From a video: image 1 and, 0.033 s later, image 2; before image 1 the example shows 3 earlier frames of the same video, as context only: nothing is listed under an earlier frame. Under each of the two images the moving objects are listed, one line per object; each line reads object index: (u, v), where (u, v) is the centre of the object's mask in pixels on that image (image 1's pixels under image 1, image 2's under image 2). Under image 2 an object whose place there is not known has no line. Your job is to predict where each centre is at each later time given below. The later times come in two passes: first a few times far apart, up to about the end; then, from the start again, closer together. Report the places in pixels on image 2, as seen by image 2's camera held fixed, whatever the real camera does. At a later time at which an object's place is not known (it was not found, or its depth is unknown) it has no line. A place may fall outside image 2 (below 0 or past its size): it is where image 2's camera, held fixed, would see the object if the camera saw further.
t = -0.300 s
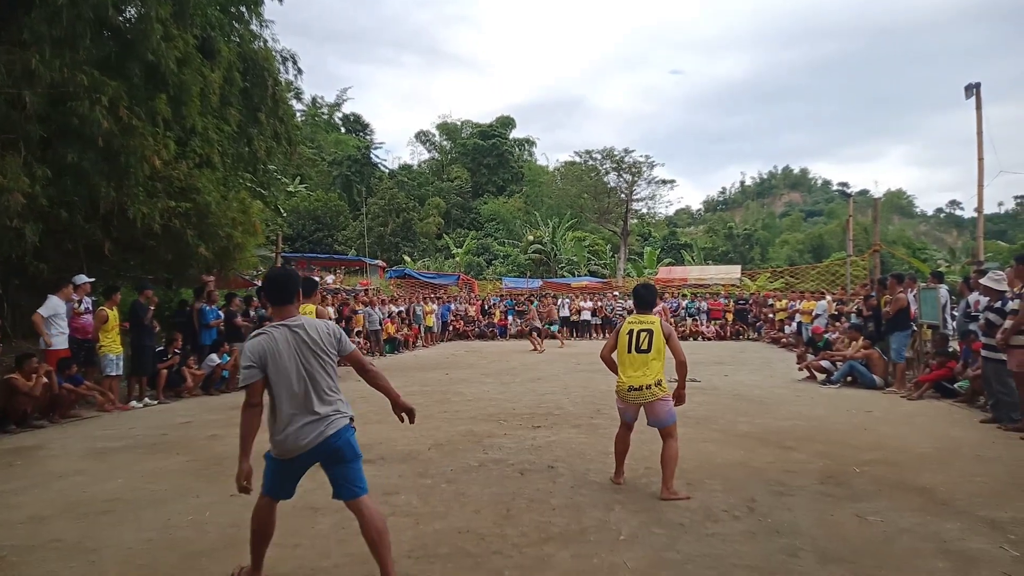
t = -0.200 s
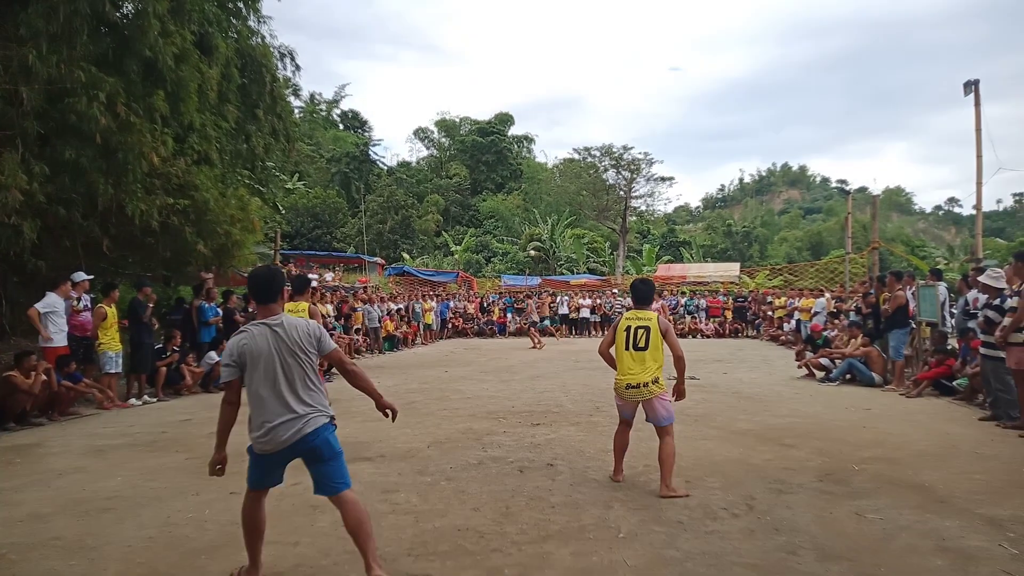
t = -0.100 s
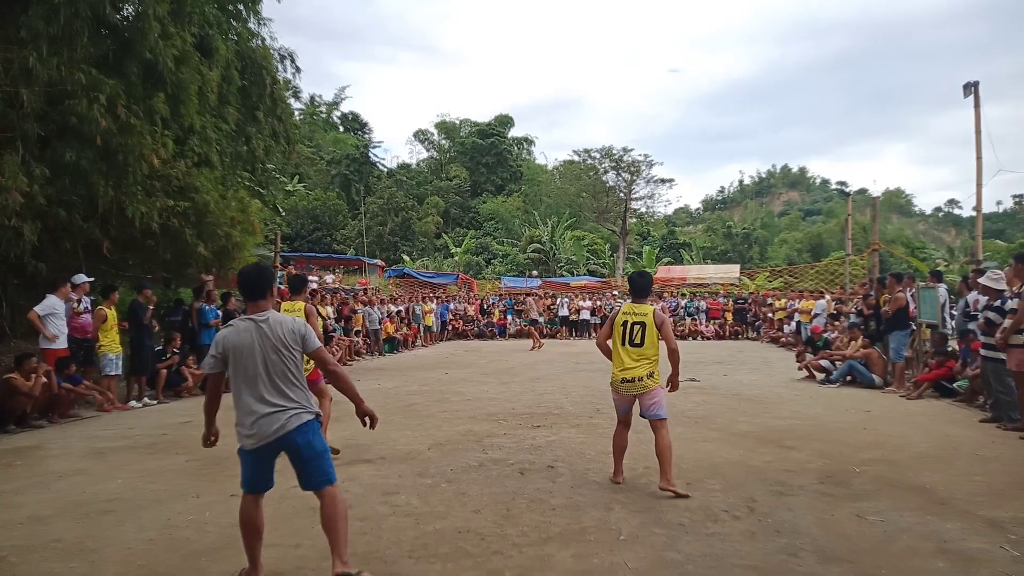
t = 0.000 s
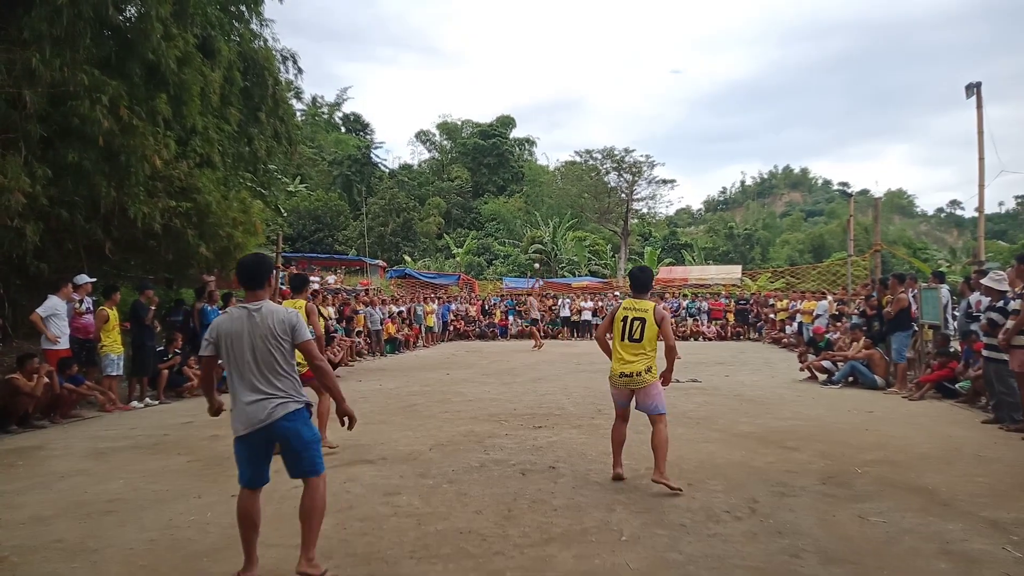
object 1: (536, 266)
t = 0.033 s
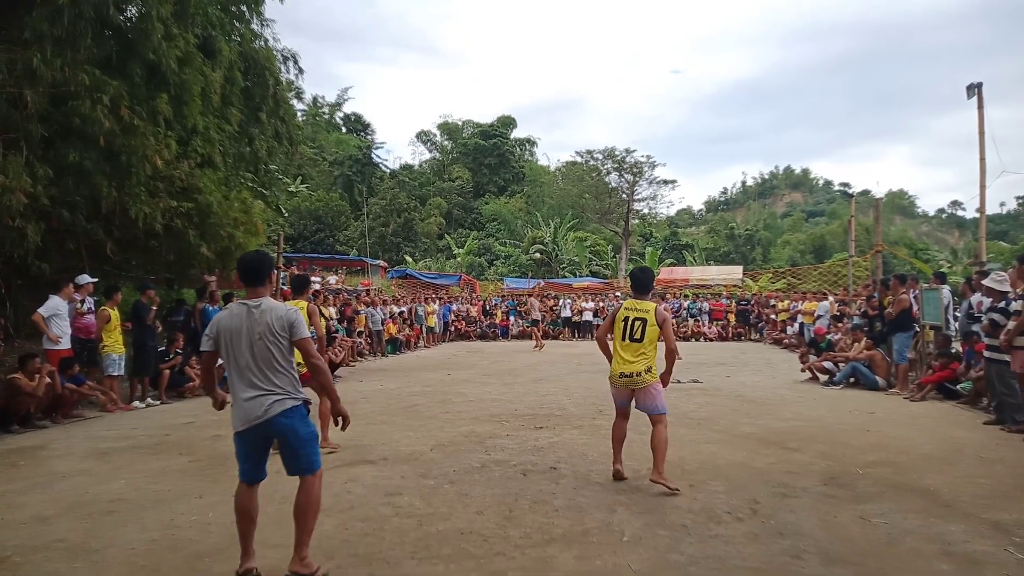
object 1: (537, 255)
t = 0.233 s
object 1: (534, 191)
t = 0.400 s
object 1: (533, 141)
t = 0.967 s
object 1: (523, 7)
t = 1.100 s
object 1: (520, -10)
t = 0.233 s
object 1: (534, 191)
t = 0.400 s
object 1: (533, 141)
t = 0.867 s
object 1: (525, 25)
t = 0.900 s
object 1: (525, 19)
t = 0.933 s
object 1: (524, 13)
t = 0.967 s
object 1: (523, 7)
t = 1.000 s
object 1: (523, 2)
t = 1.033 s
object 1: (522, -3)
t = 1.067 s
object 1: (521, -7)
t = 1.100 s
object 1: (520, -10)
